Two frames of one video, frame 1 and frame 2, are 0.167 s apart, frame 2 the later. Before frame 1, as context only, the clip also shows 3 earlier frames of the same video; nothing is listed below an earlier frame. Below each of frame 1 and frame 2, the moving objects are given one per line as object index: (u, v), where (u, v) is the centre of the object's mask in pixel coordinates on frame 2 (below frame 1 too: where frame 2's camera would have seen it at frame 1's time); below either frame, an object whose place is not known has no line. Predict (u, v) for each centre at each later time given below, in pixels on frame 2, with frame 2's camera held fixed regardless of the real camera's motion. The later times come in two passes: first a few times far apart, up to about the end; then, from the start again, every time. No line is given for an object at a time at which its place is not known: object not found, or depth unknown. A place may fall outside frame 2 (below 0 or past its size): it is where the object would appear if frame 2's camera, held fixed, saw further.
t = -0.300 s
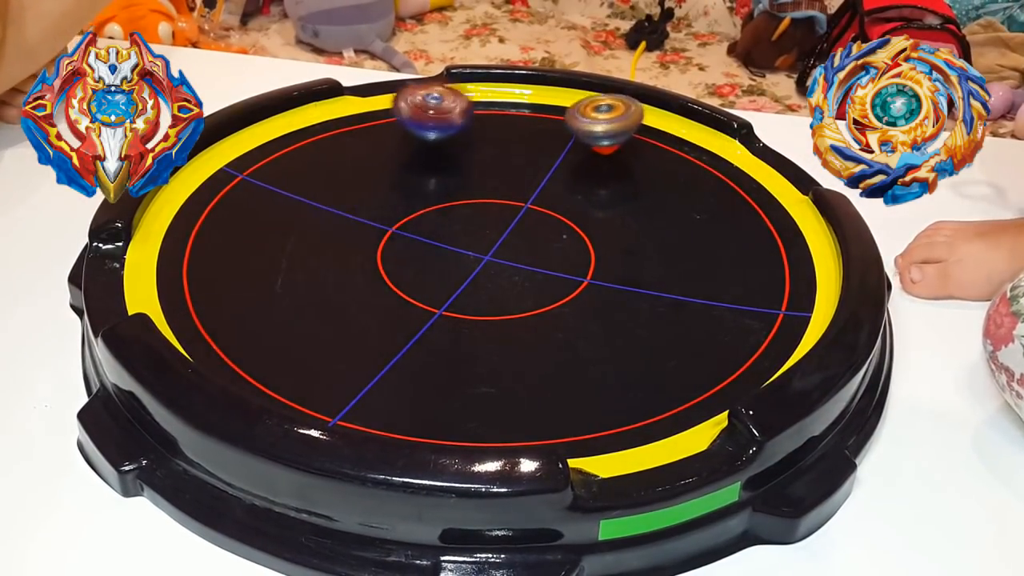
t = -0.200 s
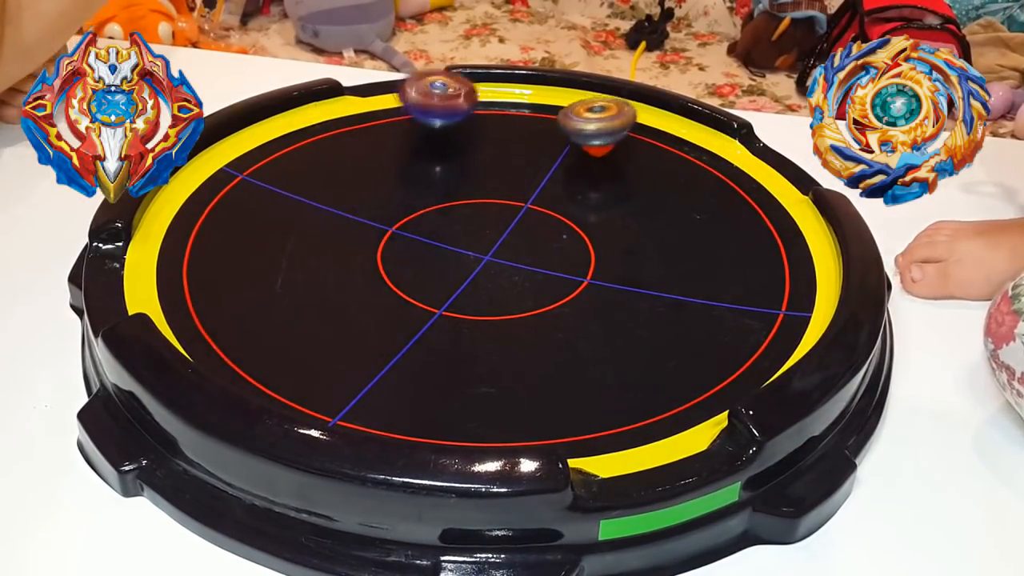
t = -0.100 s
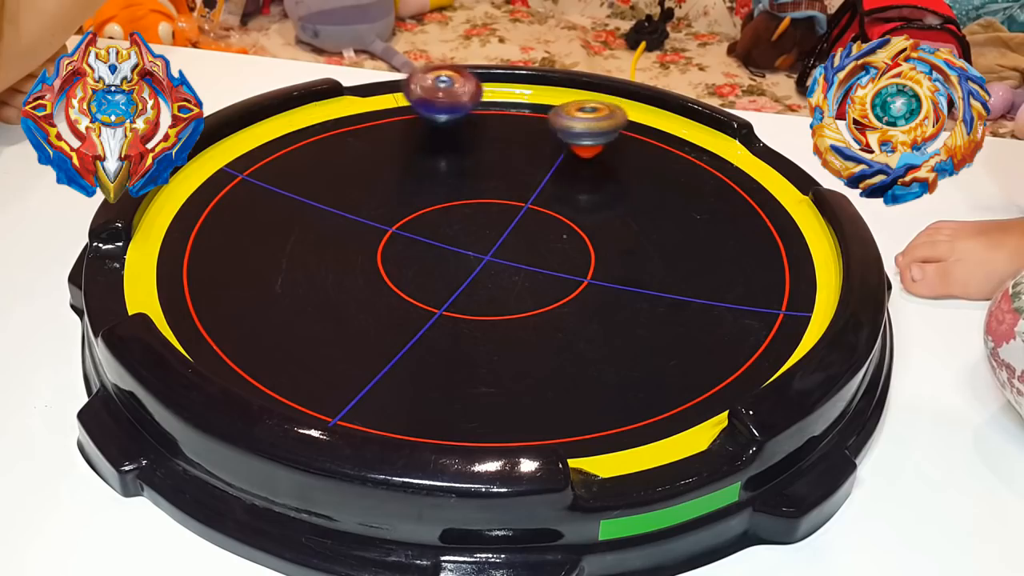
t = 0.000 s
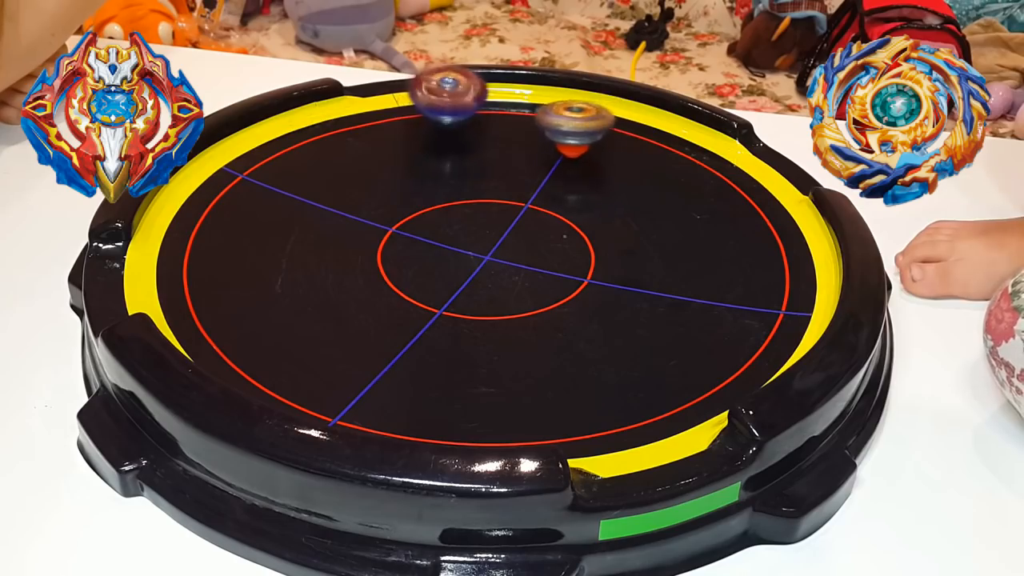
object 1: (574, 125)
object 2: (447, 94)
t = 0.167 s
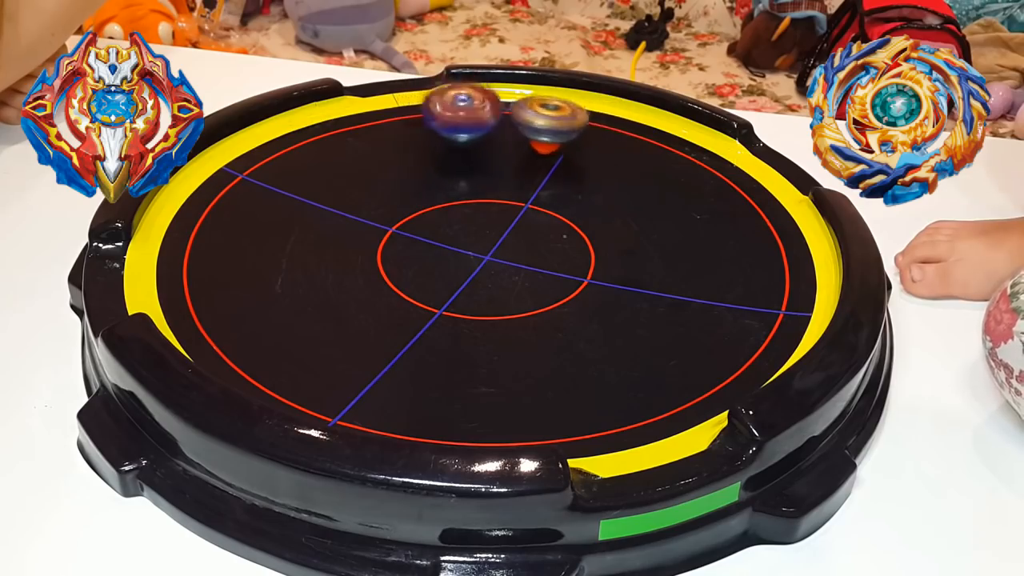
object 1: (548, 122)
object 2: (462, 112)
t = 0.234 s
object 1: (572, 127)
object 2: (440, 118)
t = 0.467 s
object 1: (584, 153)
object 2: (386, 166)
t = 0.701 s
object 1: (536, 195)
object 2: (435, 241)
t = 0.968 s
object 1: (419, 217)
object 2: (592, 283)
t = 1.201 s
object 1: (333, 199)
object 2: (690, 256)
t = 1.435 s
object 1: (336, 178)
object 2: (666, 217)
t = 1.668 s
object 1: (398, 181)
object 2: (561, 197)
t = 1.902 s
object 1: (306, 171)
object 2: (570, 235)
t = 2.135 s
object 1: (284, 156)
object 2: (631, 279)
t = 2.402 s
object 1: (342, 173)
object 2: (659, 292)
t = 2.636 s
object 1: (379, 221)
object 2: (609, 278)
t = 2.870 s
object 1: (345, 269)
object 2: (512, 254)
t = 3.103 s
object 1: (285, 274)
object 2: (416, 227)
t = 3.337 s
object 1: (303, 261)
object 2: (341, 205)
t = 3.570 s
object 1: (348, 287)
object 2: (348, 180)
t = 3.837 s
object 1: (371, 318)
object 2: (408, 158)
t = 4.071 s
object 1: (388, 319)
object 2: (478, 155)
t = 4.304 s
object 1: (428, 308)
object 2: (547, 164)
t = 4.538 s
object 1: (498, 311)
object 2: (591, 181)
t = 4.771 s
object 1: (529, 321)
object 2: (591, 212)
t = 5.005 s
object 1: (540, 315)
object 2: (547, 244)
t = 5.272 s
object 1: (458, 310)
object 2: (553, 226)
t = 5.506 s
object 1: (461, 260)
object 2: (545, 199)
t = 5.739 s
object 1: (457, 211)
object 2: (529, 184)
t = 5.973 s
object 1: (417, 211)
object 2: (540, 173)
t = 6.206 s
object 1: (405, 220)
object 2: (532, 186)
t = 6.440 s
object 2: (510, 206)
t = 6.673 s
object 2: (505, 198)
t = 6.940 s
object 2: (528, 209)
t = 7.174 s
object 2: (549, 219)
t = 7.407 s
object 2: (544, 222)
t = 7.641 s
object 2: (548, 221)
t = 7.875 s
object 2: (548, 221)
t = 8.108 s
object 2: (547, 221)
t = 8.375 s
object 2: (547, 221)
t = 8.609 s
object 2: (547, 221)
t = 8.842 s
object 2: (547, 221)
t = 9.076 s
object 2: (547, 221)
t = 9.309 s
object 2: (547, 221)
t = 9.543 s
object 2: (547, 221)
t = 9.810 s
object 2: (547, 221)
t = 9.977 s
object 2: (547, 221)
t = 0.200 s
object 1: (559, 122)
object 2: (452, 115)
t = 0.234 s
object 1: (572, 127)
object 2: (440, 118)
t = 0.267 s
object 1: (578, 131)
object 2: (429, 122)
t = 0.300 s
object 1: (580, 135)
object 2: (417, 126)
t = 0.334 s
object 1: (582, 138)
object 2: (407, 132)
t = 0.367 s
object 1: (583, 141)
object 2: (400, 138)
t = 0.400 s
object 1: (584, 144)
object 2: (394, 146)
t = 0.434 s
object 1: (584, 148)
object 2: (389, 156)
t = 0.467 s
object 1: (584, 153)
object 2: (386, 166)
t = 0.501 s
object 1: (582, 159)
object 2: (385, 176)
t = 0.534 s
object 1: (579, 164)
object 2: (386, 188)
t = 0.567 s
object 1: (573, 171)
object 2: (392, 198)
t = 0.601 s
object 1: (566, 177)
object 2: (400, 209)
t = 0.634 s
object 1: (557, 183)
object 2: (409, 220)
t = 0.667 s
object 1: (547, 189)
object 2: (422, 231)
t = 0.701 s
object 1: (536, 195)
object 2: (435, 241)
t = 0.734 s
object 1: (522, 201)
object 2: (451, 250)
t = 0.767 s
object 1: (510, 204)
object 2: (470, 259)
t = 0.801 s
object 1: (495, 207)
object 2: (488, 267)
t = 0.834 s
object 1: (480, 212)
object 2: (508, 273)
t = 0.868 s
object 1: (466, 216)
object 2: (528, 276)
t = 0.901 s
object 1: (450, 217)
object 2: (550, 280)
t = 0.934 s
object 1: (436, 218)
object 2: (571, 282)
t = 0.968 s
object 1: (419, 217)
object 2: (592, 283)
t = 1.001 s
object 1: (403, 216)
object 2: (613, 283)
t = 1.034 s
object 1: (388, 215)
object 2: (630, 280)
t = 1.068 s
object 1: (374, 213)
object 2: (647, 277)
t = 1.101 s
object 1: (361, 209)
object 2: (661, 273)
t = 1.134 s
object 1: (350, 206)
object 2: (674, 268)
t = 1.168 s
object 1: (340, 203)
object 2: (683, 262)
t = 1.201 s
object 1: (333, 199)
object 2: (690, 256)
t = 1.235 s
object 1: (328, 195)
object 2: (694, 249)
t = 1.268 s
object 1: (327, 192)
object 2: (693, 242)
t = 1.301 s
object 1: (324, 188)
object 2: (692, 237)
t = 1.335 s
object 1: (326, 185)
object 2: (688, 232)
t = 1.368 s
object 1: (328, 182)
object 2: (683, 226)
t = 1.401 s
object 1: (332, 180)
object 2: (674, 221)
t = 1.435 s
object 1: (336, 178)
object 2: (666, 217)
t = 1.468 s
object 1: (342, 177)
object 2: (654, 212)
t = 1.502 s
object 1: (349, 177)
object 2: (641, 208)
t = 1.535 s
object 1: (356, 175)
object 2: (628, 204)
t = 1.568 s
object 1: (366, 176)
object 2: (611, 202)
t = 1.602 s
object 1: (376, 177)
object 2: (596, 200)
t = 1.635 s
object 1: (388, 178)
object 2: (580, 197)
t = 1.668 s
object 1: (398, 181)
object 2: (561, 197)
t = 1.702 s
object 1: (409, 184)
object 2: (545, 197)
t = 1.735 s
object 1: (421, 187)
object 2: (525, 198)
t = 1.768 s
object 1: (414, 189)
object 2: (524, 202)
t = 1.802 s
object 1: (379, 181)
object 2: (541, 210)
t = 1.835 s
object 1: (348, 177)
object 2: (554, 220)
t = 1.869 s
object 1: (325, 171)
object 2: (564, 227)
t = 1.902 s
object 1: (306, 171)
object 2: (570, 235)
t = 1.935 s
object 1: (294, 168)
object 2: (580, 243)
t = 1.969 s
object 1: (286, 166)
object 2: (589, 249)
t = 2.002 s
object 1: (281, 162)
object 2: (598, 256)
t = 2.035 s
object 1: (280, 159)
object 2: (608, 263)
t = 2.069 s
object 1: (280, 158)
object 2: (616, 268)
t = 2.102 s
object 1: (281, 156)
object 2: (625, 273)
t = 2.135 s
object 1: (284, 156)
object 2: (631, 279)
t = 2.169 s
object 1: (286, 156)
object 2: (640, 282)
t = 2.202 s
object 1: (290, 156)
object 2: (646, 287)
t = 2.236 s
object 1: (299, 156)
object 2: (651, 289)
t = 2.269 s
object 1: (306, 158)
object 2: (655, 291)
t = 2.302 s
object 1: (314, 160)
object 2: (657, 292)
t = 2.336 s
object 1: (324, 162)
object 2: (659, 293)
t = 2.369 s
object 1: (334, 167)
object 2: (659, 293)
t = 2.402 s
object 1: (342, 173)
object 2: (659, 292)
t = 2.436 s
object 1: (349, 178)
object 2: (654, 291)
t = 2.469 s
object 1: (357, 183)
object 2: (651, 290)
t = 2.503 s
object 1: (364, 190)
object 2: (647, 289)
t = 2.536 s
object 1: (370, 197)
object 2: (637, 286)
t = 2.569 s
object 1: (375, 205)
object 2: (629, 284)
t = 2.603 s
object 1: (378, 213)
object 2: (620, 281)
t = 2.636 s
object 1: (379, 221)
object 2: (609, 278)
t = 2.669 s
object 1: (378, 230)
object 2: (595, 274)
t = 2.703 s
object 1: (377, 238)
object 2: (583, 272)
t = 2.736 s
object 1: (373, 245)
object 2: (567, 268)
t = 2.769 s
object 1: (368, 252)
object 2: (555, 265)
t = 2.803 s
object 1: (361, 259)
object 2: (541, 261)
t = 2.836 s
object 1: (354, 264)
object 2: (529, 258)
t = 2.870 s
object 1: (345, 269)
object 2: (512, 254)
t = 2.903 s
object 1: (334, 272)
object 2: (500, 251)
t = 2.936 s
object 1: (324, 275)
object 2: (484, 247)
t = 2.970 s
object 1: (313, 277)
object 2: (471, 243)
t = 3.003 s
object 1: (303, 278)
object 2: (457, 239)
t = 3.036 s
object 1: (296, 279)
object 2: (443, 235)
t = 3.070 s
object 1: (290, 277)
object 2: (429, 232)
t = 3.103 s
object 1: (285, 274)
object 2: (416, 227)
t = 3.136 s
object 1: (280, 273)
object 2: (403, 224)
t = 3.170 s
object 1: (281, 269)
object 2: (390, 220)
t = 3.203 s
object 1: (284, 269)
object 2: (379, 218)
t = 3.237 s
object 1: (287, 266)
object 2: (367, 213)
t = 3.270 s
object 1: (288, 262)
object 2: (357, 212)
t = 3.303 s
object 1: (295, 262)
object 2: (348, 207)
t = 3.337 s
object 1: (303, 261)
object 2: (341, 205)
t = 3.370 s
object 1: (307, 264)
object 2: (335, 201)
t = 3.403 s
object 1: (311, 266)
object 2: (333, 198)
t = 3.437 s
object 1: (322, 270)
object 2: (333, 195)
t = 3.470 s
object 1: (328, 274)
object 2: (336, 192)
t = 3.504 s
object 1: (334, 278)
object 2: (338, 188)
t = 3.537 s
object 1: (343, 282)
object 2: (343, 184)
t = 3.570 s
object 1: (348, 287)
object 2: (348, 180)
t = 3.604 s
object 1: (354, 292)
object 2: (354, 176)
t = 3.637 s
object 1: (361, 297)
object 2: (360, 172)
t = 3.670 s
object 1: (362, 301)
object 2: (364, 170)
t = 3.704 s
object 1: (366, 305)
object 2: (373, 167)
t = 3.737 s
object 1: (371, 309)
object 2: (380, 165)
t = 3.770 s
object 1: (371, 312)
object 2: (390, 162)
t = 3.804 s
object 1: (369, 315)
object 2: (397, 161)
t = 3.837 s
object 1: (371, 318)
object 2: (408, 158)
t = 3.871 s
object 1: (373, 319)
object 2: (415, 157)
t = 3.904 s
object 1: (374, 320)
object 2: (425, 157)
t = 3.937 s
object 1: (373, 320)
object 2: (436, 156)
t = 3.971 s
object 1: (374, 320)
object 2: (445, 156)
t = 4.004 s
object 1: (378, 320)
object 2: (457, 155)
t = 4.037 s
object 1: (383, 321)
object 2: (466, 156)
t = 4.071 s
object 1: (388, 319)
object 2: (478, 155)
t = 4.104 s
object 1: (387, 316)
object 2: (487, 156)
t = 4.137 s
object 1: (391, 312)
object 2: (496, 156)
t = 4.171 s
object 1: (397, 312)
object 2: (508, 159)
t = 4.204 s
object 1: (405, 312)
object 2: (517, 159)
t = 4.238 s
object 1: (410, 310)
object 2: (528, 161)
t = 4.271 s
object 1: (418, 309)
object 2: (537, 162)
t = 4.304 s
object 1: (428, 308)
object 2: (547, 164)
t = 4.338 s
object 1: (438, 308)
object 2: (556, 166)
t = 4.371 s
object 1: (448, 307)
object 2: (564, 168)
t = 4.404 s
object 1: (458, 307)
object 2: (572, 171)
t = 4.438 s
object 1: (470, 308)
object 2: (579, 173)
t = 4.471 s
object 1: (478, 309)
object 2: (585, 176)
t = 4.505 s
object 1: (488, 309)
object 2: (588, 178)
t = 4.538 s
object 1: (498, 311)
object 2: (591, 181)
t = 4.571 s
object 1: (504, 313)
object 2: (594, 184)
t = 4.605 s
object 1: (512, 313)
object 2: (595, 188)
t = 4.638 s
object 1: (518, 315)
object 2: (597, 193)
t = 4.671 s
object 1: (519, 317)
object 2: (596, 196)
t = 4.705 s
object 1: (519, 319)
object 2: (596, 202)
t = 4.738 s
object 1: (526, 321)
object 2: (594, 207)
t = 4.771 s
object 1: (529, 321)
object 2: (591, 212)
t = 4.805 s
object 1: (531, 322)
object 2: (588, 218)
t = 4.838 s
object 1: (531, 322)
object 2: (582, 222)
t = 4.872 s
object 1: (531, 322)
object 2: (577, 228)
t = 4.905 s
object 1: (532, 322)
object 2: (570, 233)
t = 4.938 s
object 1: (535, 322)
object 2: (563, 239)
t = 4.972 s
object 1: (540, 319)
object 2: (557, 243)
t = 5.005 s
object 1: (540, 315)
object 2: (547, 244)
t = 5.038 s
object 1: (537, 312)
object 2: (540, 247)
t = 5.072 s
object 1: (522, 315)
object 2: (544, 248)
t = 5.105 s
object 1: (507, 320)
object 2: (546, 245)
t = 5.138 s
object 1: (495, 324)
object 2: (547, 241)
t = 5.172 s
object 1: (483, 320)
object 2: (548, 238)
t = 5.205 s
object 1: (472, 317)
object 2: (549, 234)
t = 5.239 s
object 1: (465, 313)
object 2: (552, 229)
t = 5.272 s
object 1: (458, 310)
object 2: (553, 226)
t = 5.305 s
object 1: (453, 303)
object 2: (554, 222)
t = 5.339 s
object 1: (451, 296)
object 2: (553, 219)
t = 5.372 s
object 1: (450, 289)
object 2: (554, 214)
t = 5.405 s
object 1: (451, 282)
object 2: (554, 210)
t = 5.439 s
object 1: (455, 275)
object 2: (550, 206)
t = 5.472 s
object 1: (457, 267)
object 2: (548, 202)
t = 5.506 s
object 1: (461, 260)
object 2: (545, 199)
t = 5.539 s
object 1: (466, 253)
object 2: (542, 196)
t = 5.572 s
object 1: (470, 245)
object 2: (538, 195)
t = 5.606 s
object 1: (473, 238)
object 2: (535, 192)
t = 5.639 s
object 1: (473, 230)
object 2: (531, 190)
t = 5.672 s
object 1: (470, 224)
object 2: (527, 189)
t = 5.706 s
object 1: (466, 216)
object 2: (527, 187)
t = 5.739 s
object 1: (457, 211)
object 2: (529, 184)
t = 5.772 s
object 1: (449, 207)
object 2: (531, 182)
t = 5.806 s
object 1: (442, 206)
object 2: (531, 180)
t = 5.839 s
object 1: (435, 205)
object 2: (535, 179)
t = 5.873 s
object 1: (429, 206)
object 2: (538, 176)
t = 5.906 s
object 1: (424, 206)
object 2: (538, 176)
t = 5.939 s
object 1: (420, 208)
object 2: (538, 176)
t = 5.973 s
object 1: (417, 211)
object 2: (540, 173)
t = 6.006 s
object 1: (414, 213)
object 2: (540, 173)
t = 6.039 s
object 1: (413, 215)
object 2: (539, 174)
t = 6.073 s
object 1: (410, 216)
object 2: (538, 175)
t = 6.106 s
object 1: (407, 217)
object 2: (536, 175)
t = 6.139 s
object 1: (406, 218)
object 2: (535, 180)
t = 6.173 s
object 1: (406, 219)
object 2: (533, 181)
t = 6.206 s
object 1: (405, 220)
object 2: (532, 186)
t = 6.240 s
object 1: (405, 220)
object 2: (532, 187)
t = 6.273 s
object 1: (405, 220)
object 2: (530, 191)
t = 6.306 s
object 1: (404, 220)
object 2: (524, 193)
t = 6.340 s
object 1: (404, 221)
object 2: (522, 198)
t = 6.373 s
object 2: (519, 200)
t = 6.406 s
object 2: (515, 204)
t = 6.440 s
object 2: (510, 206)
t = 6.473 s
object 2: (506, 208)
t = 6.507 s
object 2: (504, 207)
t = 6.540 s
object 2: (502, 208)
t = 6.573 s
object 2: (500, 207)
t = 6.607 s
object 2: (504, 204)
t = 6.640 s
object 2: (505, 200)
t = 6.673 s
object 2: (505, 198)
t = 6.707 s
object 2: (502, 199)
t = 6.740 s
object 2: (503, 200)
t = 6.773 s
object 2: (502, 202)
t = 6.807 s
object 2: (502, 199)
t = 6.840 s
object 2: (506, 199)
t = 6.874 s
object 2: (511, 204)
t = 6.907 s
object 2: (517, 206)
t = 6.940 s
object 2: (528, 209)
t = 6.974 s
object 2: (533, 213)
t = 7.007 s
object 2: (537, 215)
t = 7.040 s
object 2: (540, 219)
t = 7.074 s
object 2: (542, 221)
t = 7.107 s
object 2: (548, 219)
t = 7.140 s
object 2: (549, 219)
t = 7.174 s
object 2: (549, 219)
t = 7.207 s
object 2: (549, 219)
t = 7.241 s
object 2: (548, 220)
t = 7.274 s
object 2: (548, 221)
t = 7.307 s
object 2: (546, 221)
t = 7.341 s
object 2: (545, 222)
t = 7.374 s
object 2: (544, 222)
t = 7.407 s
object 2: (544, 222)
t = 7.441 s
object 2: (545, 222)
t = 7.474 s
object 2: (545, 222)
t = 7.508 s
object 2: (546, 222)
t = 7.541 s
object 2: (547, 221)
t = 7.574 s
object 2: (548, 220)
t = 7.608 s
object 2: (548, 220)
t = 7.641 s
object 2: (548, 221)
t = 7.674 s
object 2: (547, 222)
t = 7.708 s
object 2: (546, 222)
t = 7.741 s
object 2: (546, 222)
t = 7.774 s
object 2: (547, 222)
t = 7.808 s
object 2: (548, 221)
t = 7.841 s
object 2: (548, 221)
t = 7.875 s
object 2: (548, 221)
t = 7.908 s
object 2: (547, 222)
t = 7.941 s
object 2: (547, 222)
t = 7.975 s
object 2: (548, 221)
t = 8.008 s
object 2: (548, 221)
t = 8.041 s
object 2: (547, 221)
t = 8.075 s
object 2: (547, 221)
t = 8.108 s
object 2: (547, 221)
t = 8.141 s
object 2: (547, 221)
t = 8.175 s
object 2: (547, 221)
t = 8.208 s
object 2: (547, 221)
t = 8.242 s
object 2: (547, 221)
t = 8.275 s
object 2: (547, 221)
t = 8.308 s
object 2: (547, 221)
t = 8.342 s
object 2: (547, 221)
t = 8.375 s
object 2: (547, 221)
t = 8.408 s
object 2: (547, 221)
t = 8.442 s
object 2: (547, 221)
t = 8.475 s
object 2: (547, 221)
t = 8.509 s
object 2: (547, 221)
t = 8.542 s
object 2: (547, 221)
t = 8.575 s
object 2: (547, 221)
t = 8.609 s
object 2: (547, 221)
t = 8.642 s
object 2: (547, 221)
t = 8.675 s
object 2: (548, 221)
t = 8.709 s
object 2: (548, 221)
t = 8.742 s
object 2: (548, 221)
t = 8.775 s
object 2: (548, 221)
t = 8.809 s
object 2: (547, 221)
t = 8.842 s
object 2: (547, 221)
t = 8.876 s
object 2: (547, 221)
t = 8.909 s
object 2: (547, 221)
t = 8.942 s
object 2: (547, 221)
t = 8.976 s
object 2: (547, 221)
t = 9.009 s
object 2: (547, 221)
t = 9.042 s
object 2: (547, 221)
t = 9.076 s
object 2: (547, 221)
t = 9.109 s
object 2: (547, 221)
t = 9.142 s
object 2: (547, 221)
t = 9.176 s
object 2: (547, 221)
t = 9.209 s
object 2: (548, 221)
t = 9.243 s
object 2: (548, 221)
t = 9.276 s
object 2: (547, 221)
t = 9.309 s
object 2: (547, 221)
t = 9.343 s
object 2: (547, 221)
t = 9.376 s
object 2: (547, 221)
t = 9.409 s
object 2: (547, 221)
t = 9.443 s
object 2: (547, 221)
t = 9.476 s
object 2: (547, 221)
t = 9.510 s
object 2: (547, 221)
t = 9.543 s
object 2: (547, 221)
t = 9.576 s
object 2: (547, 221)
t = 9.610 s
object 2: (547, 221)
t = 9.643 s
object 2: (547, 221)
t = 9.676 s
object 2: (547, 221)
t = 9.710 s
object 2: (547, 221)
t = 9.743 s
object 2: (547, 221)
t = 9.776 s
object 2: (547, 221)
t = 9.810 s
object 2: (547, 221)
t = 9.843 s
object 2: (547, 221)
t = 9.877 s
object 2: (547, 221)
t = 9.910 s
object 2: (547, 221)
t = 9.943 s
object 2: (547, 221)
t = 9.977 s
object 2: (547, 221)
